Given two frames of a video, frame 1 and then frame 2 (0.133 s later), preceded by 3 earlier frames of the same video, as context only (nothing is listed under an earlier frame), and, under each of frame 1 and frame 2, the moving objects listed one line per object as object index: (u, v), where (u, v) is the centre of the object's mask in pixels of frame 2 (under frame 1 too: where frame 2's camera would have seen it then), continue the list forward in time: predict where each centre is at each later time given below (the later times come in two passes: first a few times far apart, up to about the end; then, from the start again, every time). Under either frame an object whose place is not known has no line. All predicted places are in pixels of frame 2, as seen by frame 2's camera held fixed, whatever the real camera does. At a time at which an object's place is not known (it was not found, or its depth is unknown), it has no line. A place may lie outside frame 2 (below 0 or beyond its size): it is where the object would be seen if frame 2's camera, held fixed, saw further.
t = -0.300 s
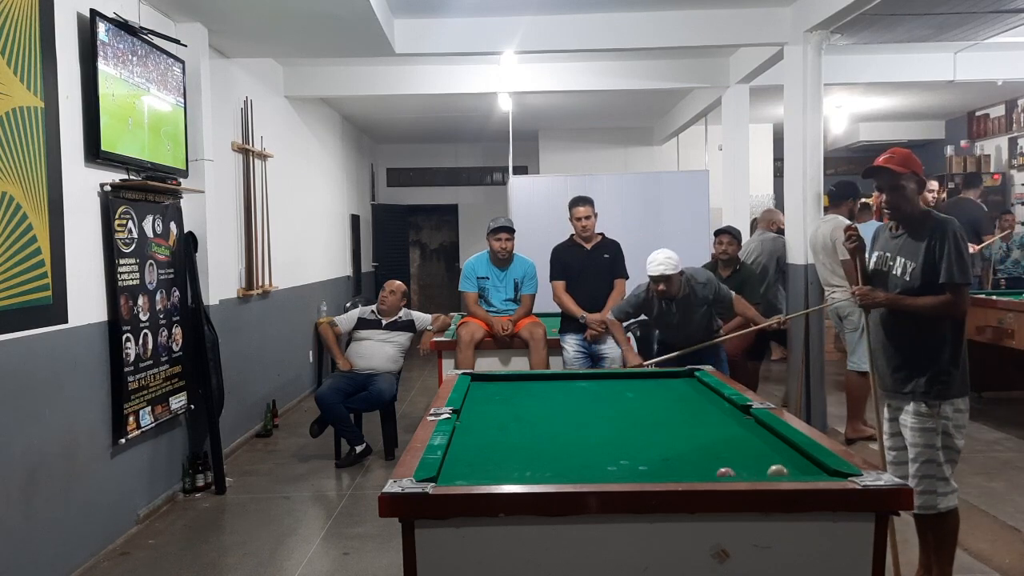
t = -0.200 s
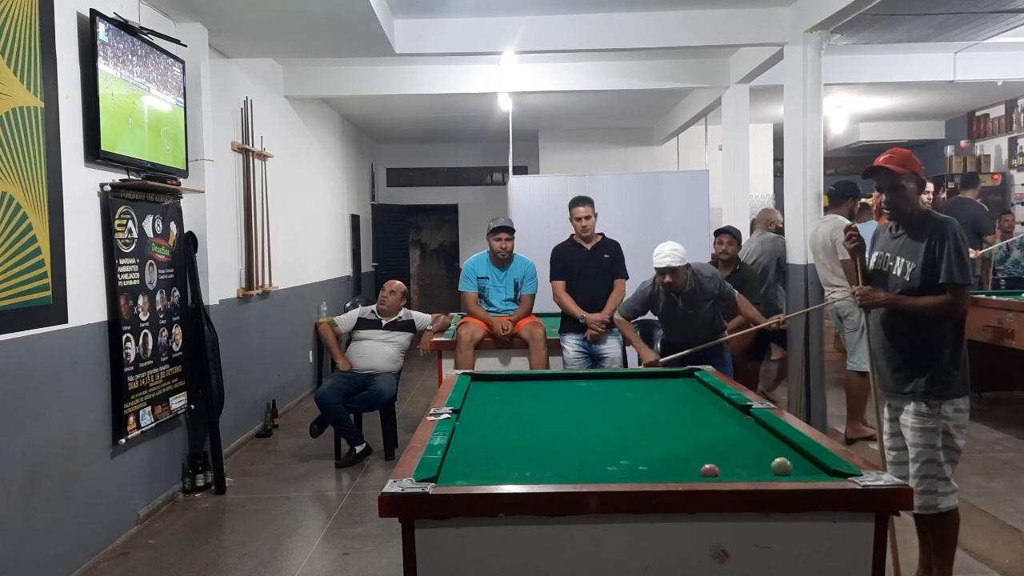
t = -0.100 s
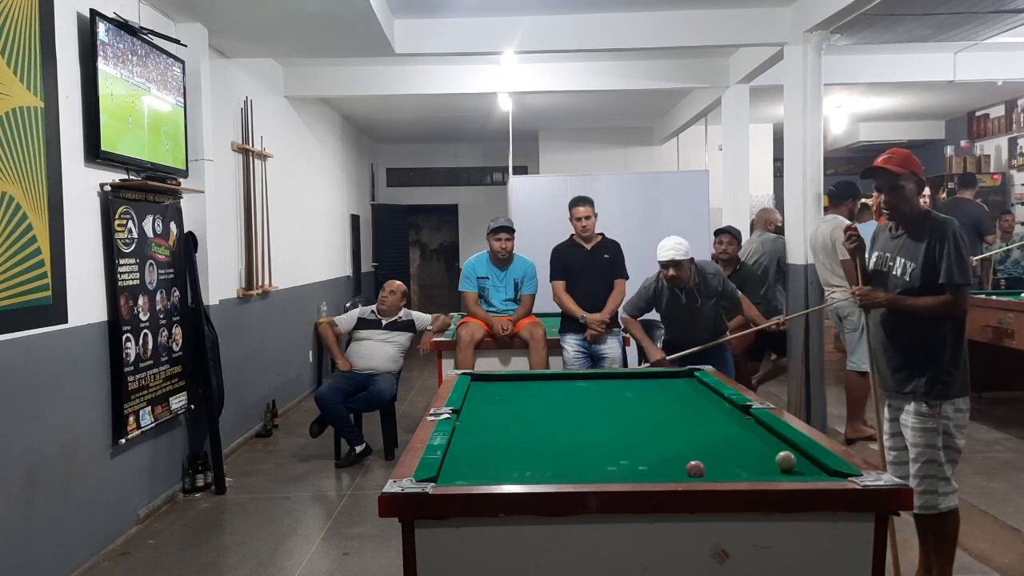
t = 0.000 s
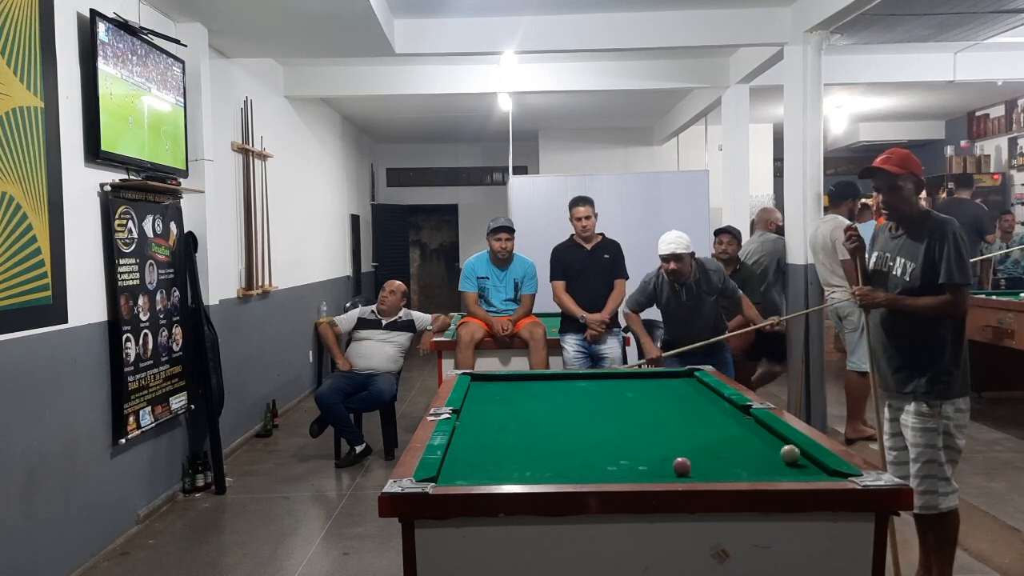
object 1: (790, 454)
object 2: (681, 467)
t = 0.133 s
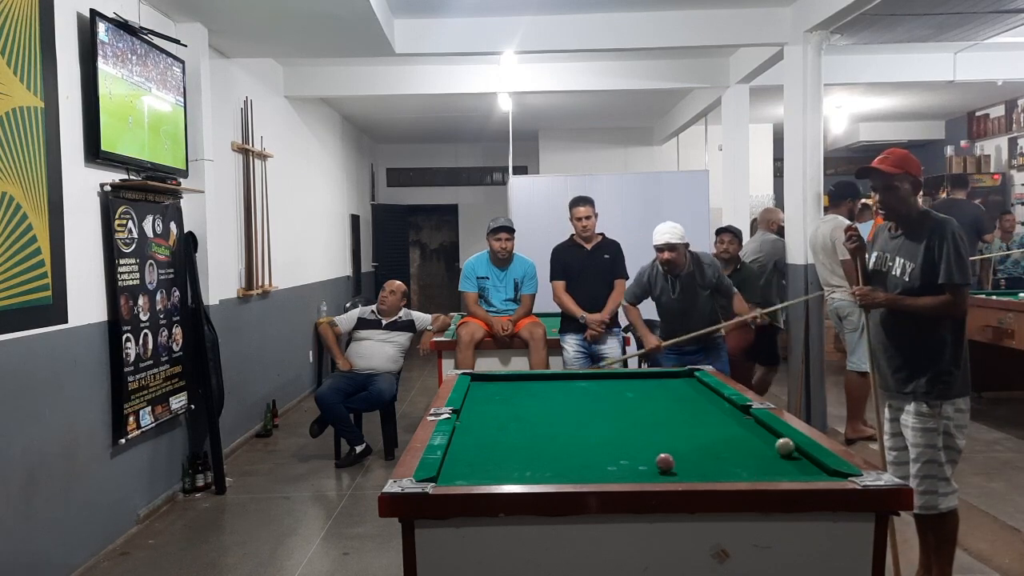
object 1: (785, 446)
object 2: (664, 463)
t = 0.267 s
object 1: (768, 440)
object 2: (649, 459)
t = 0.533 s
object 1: (739, 429)
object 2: (621, 452)
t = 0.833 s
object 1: (712, 419)
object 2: (594, 445)
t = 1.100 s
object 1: (691, 411)
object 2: (574, 440)
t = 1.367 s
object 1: (674, 404)
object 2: (557, 436)
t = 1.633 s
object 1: (658, 399)
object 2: (543, 432)
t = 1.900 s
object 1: (645, 394)
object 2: (531, 429)
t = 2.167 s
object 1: (634, 390)
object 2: (520, 426)
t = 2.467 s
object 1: (623, 386)
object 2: (511, 424)
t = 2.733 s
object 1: (615, 382)
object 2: (504, 422)
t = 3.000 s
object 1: (608, 380)
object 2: (499, 421)
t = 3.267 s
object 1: (601, 377)
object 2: (496, 420)
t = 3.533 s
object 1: (596, 375)
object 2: (494, 419)
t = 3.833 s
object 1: (593, 376)
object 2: (494, 419)
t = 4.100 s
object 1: (592, 376)
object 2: (494, 419)
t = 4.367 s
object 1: (591, 377)
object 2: (493, 419)
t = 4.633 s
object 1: (591, 377)
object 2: (494, 419)
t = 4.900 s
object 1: (591, 377)
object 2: (494, 419)
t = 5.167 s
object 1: (591, 377)
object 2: (494, 419)
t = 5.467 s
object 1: (591, 377)
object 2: (494, 419)
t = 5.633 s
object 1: (591, 378)
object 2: (494, 419)
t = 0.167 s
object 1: (780, 445)
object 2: (660, 462)
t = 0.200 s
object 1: (776, 443)
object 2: (656, 461)
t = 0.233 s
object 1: (772, 442)
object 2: (652, 460)
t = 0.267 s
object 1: (768, 440)
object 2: (649, 459)
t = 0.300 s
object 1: (764, 439)
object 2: (645, 458)
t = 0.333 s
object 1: (760, 437)
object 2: (641, 457)
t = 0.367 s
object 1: (756, 436)
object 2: (638, 456)
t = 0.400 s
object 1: (753, 434)
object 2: (634, 455)
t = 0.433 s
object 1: (750, 433)
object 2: (631, 455)
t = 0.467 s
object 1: (746, 432)
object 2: (627, 454)
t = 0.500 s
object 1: (742, 431)
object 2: (624, 453)
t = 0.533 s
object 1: (739, 429)
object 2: (621, 452)
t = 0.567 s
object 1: (736, 428)
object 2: (618, 451)
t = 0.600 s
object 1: (733, 427)
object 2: (614, 451)
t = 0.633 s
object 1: (730, 426)
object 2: (611, 450)
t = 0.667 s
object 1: (726, 424)
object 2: (608, 449)
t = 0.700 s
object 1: (723, 423)
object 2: (605, 448)
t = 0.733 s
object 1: (721, 422)
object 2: (603, 447)
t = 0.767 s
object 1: (718, 421)
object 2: (600, 447)
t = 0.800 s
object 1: (715, 420)
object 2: (597, 446)
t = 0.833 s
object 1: (712, 419)
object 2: (594, 445)
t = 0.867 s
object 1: (709, 418)
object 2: (592, 445)
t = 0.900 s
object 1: (706, 417)
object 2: (589, 444)
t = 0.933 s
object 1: (704, 416)
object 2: (587, 443)
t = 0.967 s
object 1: (701, 415)
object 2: (584, 443)
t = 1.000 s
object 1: (699, 414)
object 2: (581, 442)
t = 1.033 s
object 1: (696, 413)
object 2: (579, 441)
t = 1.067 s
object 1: (694, 412)
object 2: (577, 441)
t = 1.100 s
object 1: (691, 411)
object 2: (574, 440)
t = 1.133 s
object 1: (689, 410)
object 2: (572, 440)
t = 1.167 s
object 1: (687, 409)
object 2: (570, 439)
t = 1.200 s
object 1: (684, 408)
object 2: (568, 439)
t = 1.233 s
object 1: (682, 408)
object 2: (566, 438)
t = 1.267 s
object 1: (680, 407)
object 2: (564, 438)
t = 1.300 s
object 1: (678, 406)
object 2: (561, 437)
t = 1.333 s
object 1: (676, 405)
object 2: (559, 436)
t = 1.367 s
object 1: (674, 404)
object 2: (557, 436)
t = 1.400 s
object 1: (672, 404)
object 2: (555, 436)
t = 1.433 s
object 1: (669, 403)
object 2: (554, 435)
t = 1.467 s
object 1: (668, 403)
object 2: (552, 434)
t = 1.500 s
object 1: (666, 402)
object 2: (550, 434)
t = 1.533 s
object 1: (664, 401)
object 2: (548, 433)
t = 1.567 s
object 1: (662, 400)
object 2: (546, 433)
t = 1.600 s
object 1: (660, 400)
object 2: (545, 433)
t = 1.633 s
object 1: (658, 399)
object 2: (543, 432)
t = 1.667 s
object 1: (656, 398)
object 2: (541, 432)
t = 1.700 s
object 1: (655, 398)
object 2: (540, 431)
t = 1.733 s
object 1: (653, 397)
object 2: (538, 431)
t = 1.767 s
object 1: (651, 397)
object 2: (537, 430)
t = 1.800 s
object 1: (650, 396)
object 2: (535, 430)
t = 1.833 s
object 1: (648, 395)
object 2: (533, 430)
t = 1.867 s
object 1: (647, 395)
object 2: (532, 429)
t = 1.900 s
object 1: (645, 394)
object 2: (531, 429)
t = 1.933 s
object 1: (644, 394)
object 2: (529, 429)
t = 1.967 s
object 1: (642, 393)
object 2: (528, 428)
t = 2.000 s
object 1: (641, 392)
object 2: (526, 428)
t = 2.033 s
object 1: (640, 392)
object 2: (525, 428)
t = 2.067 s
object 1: (638, 391)
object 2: (524, 428)
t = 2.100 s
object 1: (637, 391)
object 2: (522, 427)
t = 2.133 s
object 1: (635, 390)
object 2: (521, 427)
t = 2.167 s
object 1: (634, 390)
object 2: (520, 426)
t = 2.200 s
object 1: (633, 389)
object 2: (519, 426)
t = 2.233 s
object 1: (632, 389)
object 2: (518, 426)
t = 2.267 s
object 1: (630, 389)
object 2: (517, 426)
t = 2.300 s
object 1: (629, 388)
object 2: (516, 425)
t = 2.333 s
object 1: (628, 388)
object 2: (514, 425)
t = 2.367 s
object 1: (627, 387)
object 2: (513, 425)
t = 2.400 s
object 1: (626, 387)
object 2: (512, 425)
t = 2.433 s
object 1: (624, 386)
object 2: (511, 424)
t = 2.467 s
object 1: (623, 386)
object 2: (511, 424)
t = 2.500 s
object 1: (622, 385)
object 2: (510, 424)
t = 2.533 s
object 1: (621, 385)
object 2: (509, 424)
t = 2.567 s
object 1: (620, 385)
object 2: (508, 423)
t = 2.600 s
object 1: (619, 384)
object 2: (507, 423)
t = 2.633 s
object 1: (618, 384)
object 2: (506, 423)
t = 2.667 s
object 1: (617, 383)
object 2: (505, 423)
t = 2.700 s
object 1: (616, 383)
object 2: (504, 423)
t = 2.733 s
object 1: (615, 382)
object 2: (504, 422)
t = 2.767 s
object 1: (614, 382)
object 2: (503, 422)
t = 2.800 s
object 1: (613, 382)
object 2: (502, 422)
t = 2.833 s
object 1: (612, 381)
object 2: (501, 422)
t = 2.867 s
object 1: (611, 381)
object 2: (501, 422)
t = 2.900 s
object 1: (610, 381)
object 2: (500, 421)
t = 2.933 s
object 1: (610, 380)
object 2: (500, 421)
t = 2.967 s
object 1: (608, 380)
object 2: (499, 421)
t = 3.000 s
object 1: (608, 380)
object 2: (499, 421)
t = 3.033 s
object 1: (607, 379)
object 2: (498, 421)
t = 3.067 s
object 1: (606, 379)
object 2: (498, 421)
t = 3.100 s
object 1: (605, 379)
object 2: (498, 421)
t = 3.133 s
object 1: (604, 378)
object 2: (497, 420)
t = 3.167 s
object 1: (604, 378)
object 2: (497, 420)
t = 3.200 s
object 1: (603, 378)
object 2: (496, 420)
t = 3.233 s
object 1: (602, 378)
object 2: (496, 420)
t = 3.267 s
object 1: (601, 377)
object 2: (496, 420)
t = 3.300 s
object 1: (601, 377)
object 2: (495, 420)
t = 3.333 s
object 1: (600, 377)
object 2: (495, 420)
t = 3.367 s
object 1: (599, 376)
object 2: (495, 420)
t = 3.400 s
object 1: (599, 376)
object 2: (495, 420)
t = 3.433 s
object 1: (598, 376)
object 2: (494, 419)
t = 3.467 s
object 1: (597, 376)
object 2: (494, 419)
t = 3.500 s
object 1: (596, 375)
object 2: (494, 419)
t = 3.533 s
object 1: (596, 375)
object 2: (494, 419)
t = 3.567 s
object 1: (595, 375)
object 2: (494, 419)
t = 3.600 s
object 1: (595, 375)
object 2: (494, 419)
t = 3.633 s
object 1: (594, 375)
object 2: (494, 419)
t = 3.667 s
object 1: (594, 375)
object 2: (494, 419)
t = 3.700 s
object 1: (594, 375)
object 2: (494, 419)
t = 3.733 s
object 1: (594, 375)
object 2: (494, 419)
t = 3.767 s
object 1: (593, 375)
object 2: (494, 419)
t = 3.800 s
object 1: (593, 375)
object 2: (494, 419)
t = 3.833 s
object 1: (593, 376)
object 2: (494, 419)
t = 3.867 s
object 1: (593, 376)
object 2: (493, 419)
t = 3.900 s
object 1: (593, 376)
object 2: (494, 419)
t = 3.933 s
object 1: (592, 376)
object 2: (494, 419)
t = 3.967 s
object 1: (592, 376)
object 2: (494, 419)
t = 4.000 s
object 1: (592, 376)
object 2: (494, 419)
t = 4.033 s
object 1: (592, 376)
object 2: (494, 419)
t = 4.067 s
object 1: (592, 376)
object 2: (494, 419)
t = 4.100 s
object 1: (592, 376)
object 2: (494, 419)
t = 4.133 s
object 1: (592, 377)
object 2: (494, 419)
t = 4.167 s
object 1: (592, 377)
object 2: (494, 419)
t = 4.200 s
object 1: (592, 376)
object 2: (493, 419)
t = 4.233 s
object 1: (591, 377)
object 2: (494, 419)
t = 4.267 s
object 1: (591, 377)
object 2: (494, 419)
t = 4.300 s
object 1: (592, 377)
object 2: (493, 419)
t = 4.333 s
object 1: (591, 377)
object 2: (494, 419)
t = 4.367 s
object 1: (591, 377)
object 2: (493, 419)
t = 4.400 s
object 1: (591, 377)
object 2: (494, 419)
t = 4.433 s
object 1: (591, 377)
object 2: (494, 419)
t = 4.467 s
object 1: (591, 377)
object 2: (494, 419)
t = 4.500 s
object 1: (591, 377)
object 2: (494, 419)
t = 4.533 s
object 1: (591, 377)
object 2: (494, 419)
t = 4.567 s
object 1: (591, 377)
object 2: (494, 419)
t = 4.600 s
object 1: (591, 377)
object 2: (494, 419)
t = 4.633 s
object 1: (591, 377)
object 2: (494, 419)
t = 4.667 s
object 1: (591, 377)
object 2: (494, 419)
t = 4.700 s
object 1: (591, 377)
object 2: (494, 419)
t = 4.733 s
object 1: (591, 377)
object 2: (494, 419)
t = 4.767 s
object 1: (591, 377)
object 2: (494, 419)
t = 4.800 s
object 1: (591, 377)
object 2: (494, 419)
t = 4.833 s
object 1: (591, 377)
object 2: (494, 419)
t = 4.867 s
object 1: (591, 378)
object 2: (494, 419)
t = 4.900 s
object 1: (591, 377)
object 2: (494, 419)
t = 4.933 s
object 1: (591, 377)
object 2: (494, 419)
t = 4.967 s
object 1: (591, 377)
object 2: (494, 419)
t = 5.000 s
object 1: (591, 377)
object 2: (494, 419)
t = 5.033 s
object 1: (591, 377)
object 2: (494, 419)
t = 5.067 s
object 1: (591, 378)
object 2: (494, 419)
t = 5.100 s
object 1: (591, 378)
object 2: (494, 419)
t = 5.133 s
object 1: (591, 377)
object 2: (494, 419)
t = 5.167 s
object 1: (591, 377)
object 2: (494, 419)
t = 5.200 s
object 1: (591, 377)
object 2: (494, 419)
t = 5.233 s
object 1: (591, 377)
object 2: (494, 419)
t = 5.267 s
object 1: (591, 377)
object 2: (494, 419)
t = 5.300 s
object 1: (591, 378)
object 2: (494, 419)
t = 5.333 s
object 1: (591, 378)
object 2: (494, 419)
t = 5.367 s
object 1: (591, 378)
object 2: (494, 419)
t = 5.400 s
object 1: (591, 377)
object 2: (494, 419)
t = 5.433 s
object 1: (591, 378)
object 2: (494, 419)
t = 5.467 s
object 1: (591, 377)
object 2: (494, 419)
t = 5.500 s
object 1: (591, 378)
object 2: (494, 419)
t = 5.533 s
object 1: (591, 377)
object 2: (494, 419)
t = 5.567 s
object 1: (591, 378)
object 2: (494, 419)
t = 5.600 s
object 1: (591, 378)
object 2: (494, 419)
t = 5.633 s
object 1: (591, 378)
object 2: (494, 419)
